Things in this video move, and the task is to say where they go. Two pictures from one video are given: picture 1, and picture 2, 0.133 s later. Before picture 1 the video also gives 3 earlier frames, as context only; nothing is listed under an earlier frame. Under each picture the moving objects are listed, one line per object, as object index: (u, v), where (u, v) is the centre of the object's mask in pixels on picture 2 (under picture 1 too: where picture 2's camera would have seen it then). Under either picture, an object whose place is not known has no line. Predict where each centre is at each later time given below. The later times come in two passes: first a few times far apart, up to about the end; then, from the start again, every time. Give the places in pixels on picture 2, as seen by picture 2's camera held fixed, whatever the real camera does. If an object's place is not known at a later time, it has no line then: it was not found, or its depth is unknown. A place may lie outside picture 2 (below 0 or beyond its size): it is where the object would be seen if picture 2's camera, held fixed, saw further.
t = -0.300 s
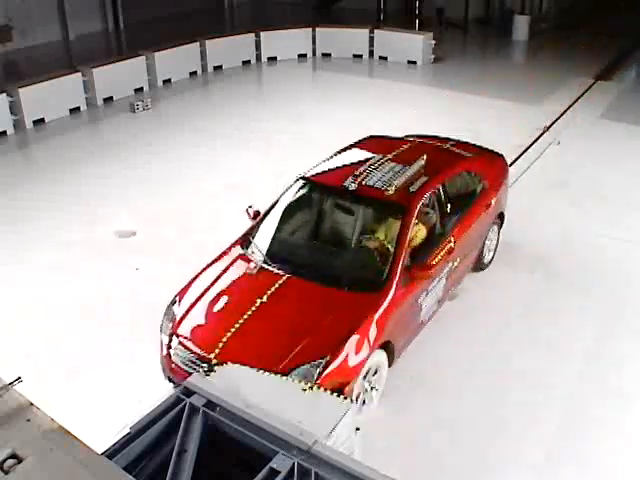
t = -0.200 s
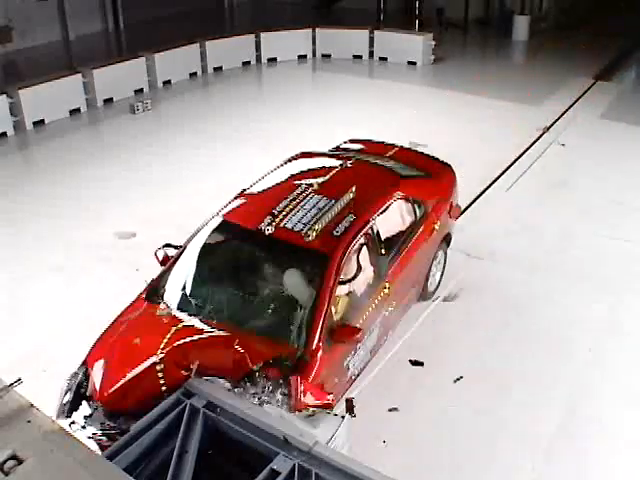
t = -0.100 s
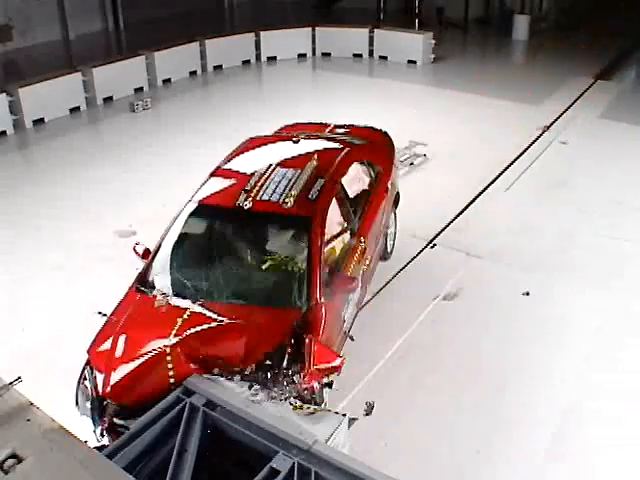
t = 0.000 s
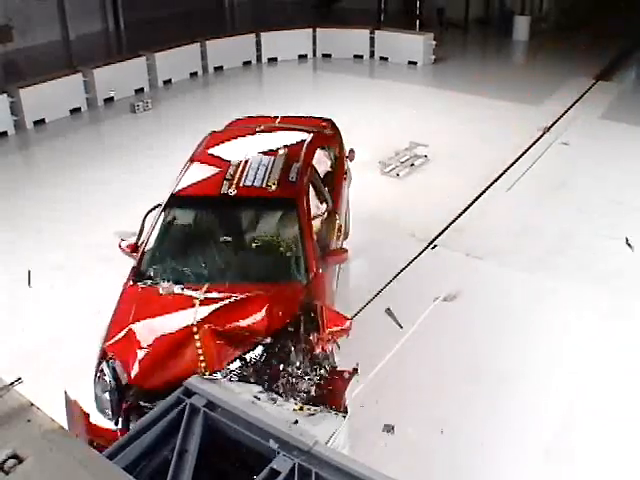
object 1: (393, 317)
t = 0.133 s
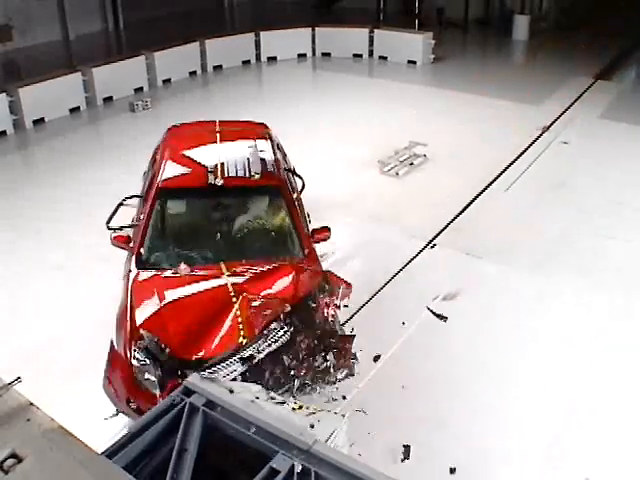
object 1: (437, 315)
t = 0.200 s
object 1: (458, 324)
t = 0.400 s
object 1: (503, 370)
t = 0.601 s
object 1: (536, 389)
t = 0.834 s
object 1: (557, 393)
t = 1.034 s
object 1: (568, 395)
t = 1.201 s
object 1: (570, 396)
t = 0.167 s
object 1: (448, 319)
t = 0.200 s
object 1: (458, 324)
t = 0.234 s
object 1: (467, 330)
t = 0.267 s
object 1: (477, 334)
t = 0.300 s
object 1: (486, 342)
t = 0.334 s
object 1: (492, 351)
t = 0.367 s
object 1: (498, 357)
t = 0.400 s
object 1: (503, 370)
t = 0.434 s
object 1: (508, 380)
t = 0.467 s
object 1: (515, 391)
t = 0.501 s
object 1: (518, 398)
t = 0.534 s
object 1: (525, 396)
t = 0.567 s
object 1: (531, 392)
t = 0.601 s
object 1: (536, 389)
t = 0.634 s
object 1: (541, 389)
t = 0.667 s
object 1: (544, 388)
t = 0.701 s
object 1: (545, 392)
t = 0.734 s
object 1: (550, 391)
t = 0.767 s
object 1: (553, 394)
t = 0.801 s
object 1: (553, 394)
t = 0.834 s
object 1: (557, 393)
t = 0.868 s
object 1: (559, 393)
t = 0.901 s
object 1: (561, 393)
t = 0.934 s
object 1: (564, 394)
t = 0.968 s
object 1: (565, 395)
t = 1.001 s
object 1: (567, 395)
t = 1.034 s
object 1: (568, 395)
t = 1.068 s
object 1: (569, 395)
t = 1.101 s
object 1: (569, 396)
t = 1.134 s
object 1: (569, 396)
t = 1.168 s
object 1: (569, 396)
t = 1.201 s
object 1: (570, 396)
